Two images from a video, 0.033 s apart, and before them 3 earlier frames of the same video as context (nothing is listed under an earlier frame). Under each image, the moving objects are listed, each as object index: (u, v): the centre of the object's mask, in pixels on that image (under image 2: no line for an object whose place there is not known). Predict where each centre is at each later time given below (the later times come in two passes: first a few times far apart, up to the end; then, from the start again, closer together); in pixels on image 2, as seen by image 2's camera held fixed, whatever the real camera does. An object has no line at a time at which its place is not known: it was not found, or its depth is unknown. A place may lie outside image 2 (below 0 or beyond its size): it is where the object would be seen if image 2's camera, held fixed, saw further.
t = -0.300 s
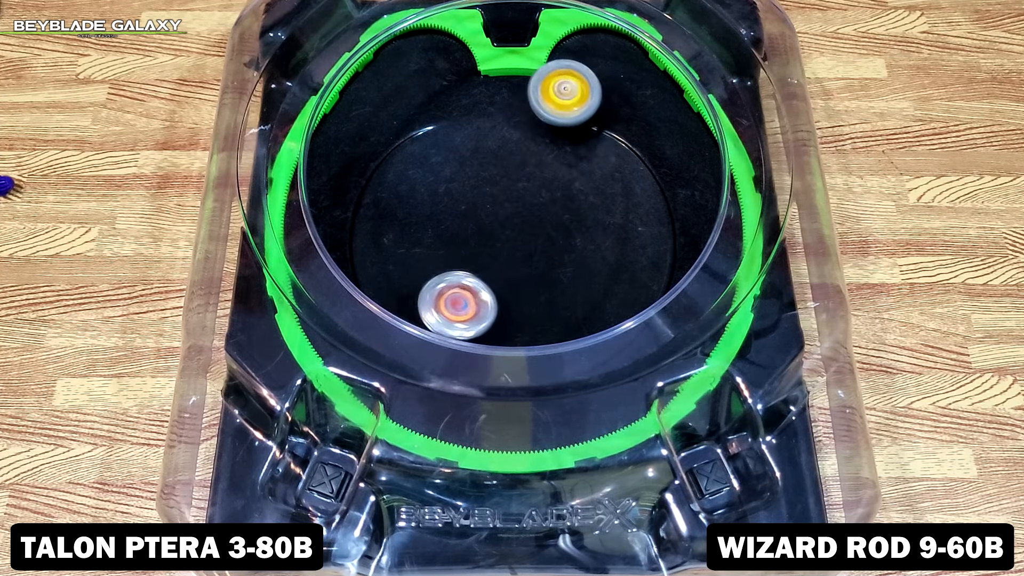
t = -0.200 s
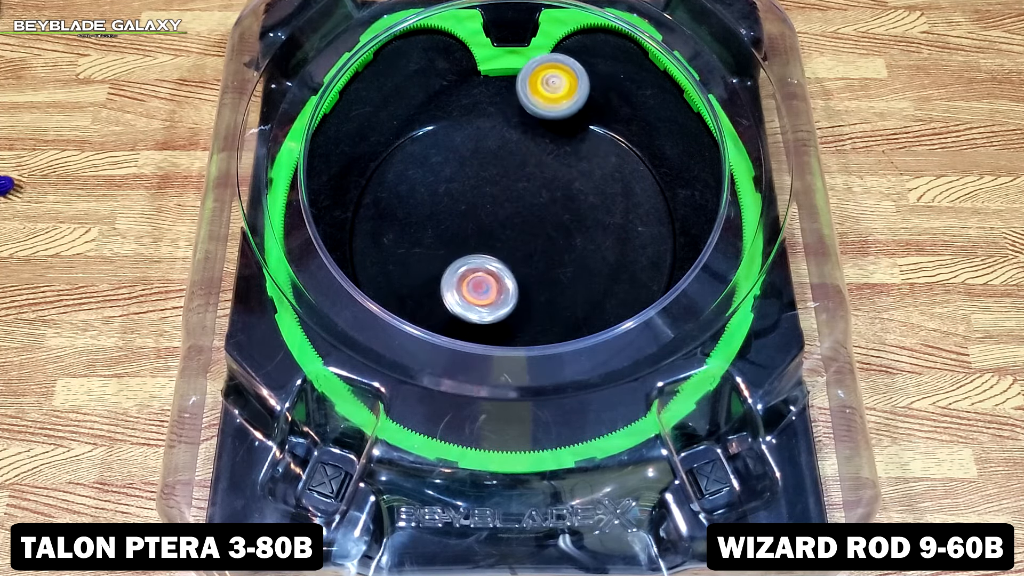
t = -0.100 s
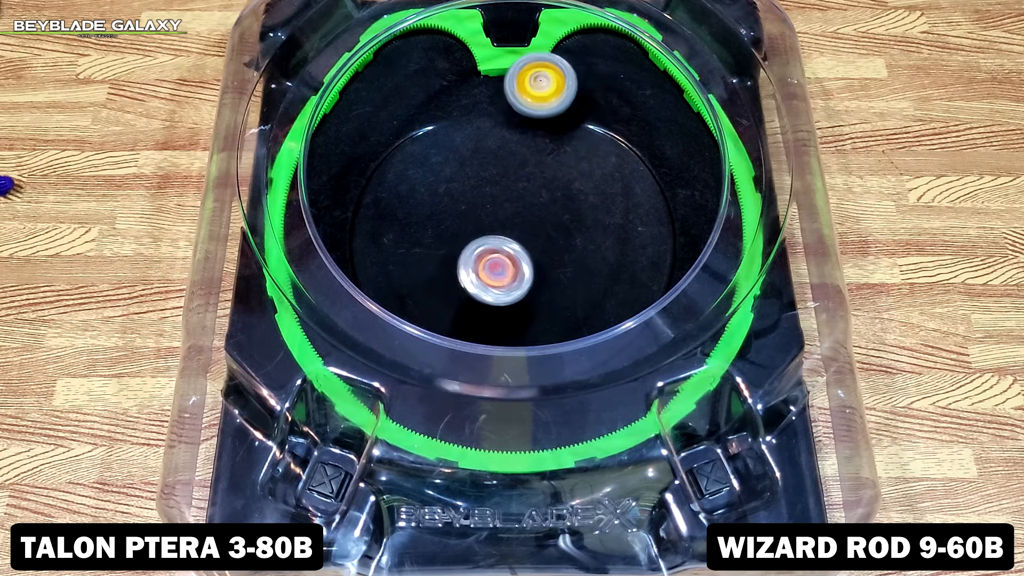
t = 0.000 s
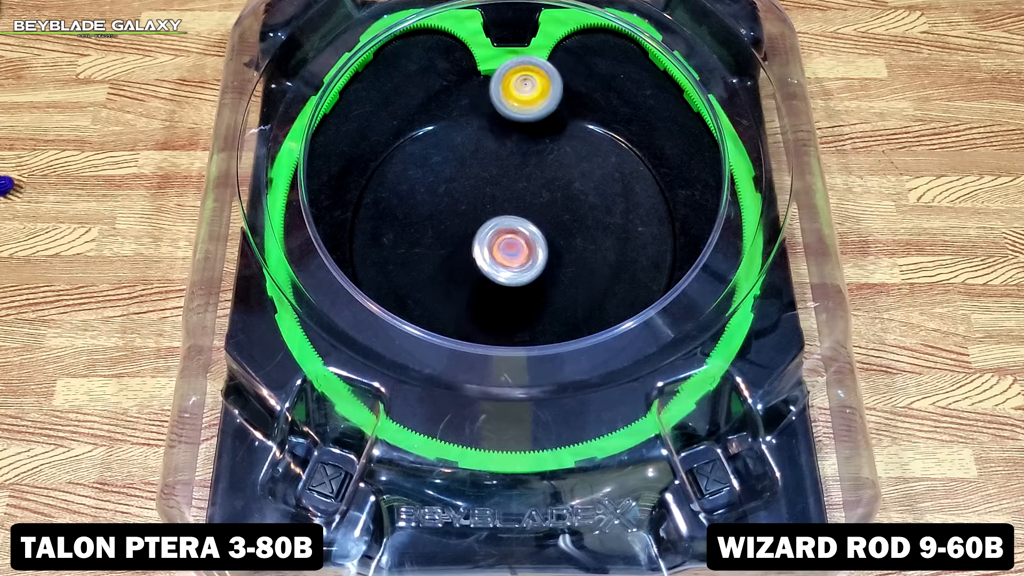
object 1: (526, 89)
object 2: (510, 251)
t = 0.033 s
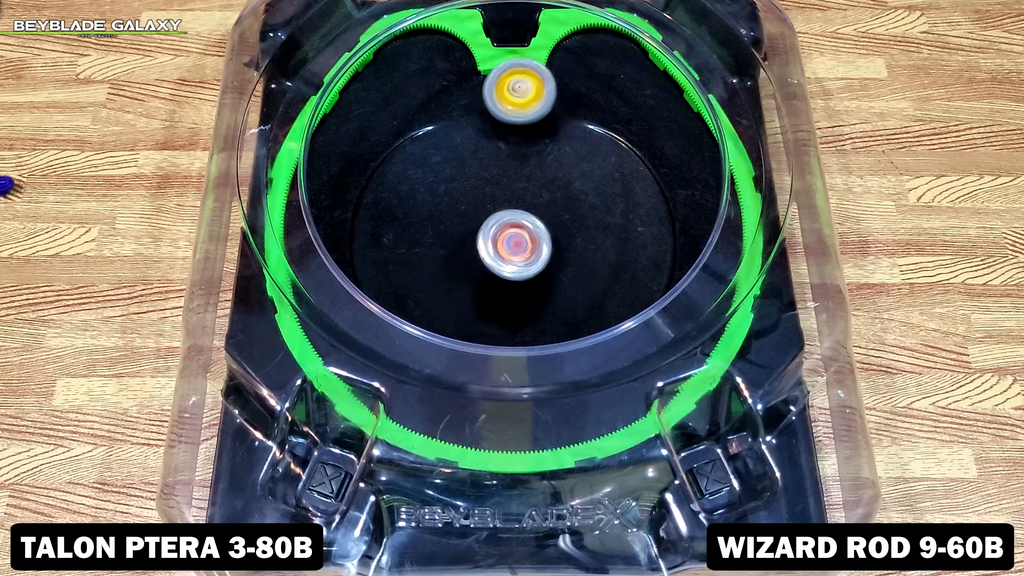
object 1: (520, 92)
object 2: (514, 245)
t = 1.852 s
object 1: (546, 210)
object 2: (465, 223)
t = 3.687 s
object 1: (396, 239)
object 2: (618, 246)
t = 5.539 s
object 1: (476, 263)
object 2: (598, 208)
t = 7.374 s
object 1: (521, 290)
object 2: (555, 104)
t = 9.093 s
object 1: (450, 240)
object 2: (573, 301)
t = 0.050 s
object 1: (516, 94)
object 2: (516, 242)
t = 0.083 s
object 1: (509, 98)
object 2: (520, 236)
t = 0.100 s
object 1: (506, 100)
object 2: (522, 233)
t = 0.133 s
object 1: (499, 106)
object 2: (526, 228)
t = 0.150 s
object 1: (495, 109)
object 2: (528, 225)
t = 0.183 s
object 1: (488, 117)
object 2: (532, 220)
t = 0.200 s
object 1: (485, 121)
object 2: (534, 218)
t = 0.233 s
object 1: (478, 129)
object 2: (538, 213)
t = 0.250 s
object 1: (476, 134)
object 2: (541, 211)
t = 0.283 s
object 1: (471, 143)
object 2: (545, 207)
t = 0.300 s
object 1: (469, 148)
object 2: (548, 205)
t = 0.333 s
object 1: (465, 158)
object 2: (551, 202)
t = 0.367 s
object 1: (462, 169)
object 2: (555, 199)
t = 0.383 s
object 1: (461, 175)
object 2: (557, 198)
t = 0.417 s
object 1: (460, 186)
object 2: (560, 195)
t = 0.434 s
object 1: (459, 191)
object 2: (562, 194)
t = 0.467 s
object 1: (459, 202)
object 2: (566, 192)
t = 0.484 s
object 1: (459, 207)
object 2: (568, 192)
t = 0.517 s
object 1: (460, 218)
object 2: (570, 192)
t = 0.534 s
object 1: (461, 223)
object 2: (572, 192)
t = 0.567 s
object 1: (463, 234)
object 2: (574, 193)
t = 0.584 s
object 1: (465, 239)
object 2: (575, 194)
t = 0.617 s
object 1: (468, 249)
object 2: (575, 196)
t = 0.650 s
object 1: (472, 259)
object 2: (576, 198)
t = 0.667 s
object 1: (475, 264)
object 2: (575, 199)
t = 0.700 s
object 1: (479, 273)
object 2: (575, 202)
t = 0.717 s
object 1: (482, 277)
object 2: (575, 204)
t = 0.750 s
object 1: (488, 286)
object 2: (574, 207)
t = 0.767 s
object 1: (492, 290)
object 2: (573, 208)
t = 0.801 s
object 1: (498, 297)
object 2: (572, 212)
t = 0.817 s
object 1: (502, 300)
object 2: (570, 213)
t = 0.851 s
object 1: (509, 306)
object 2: (568, 217)
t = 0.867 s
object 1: (513, 309)
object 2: (566, 218)
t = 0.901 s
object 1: (520, 312)
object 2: (565, 222)
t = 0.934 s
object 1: (528, 314)
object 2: (562, 226)
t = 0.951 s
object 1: (532, 315)
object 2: (560, 228)
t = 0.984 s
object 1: (540, 316)
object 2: (557, 233)
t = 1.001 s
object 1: (544, 316)
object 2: (556, 235)
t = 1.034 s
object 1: (551, 316)
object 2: (552, 239)
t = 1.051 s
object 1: (554, 316)
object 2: (550, 241)
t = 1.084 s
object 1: (560, 315)
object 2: (545, 246)
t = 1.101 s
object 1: (562, 315)
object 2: (543, 247)
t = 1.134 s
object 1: (567, 314)
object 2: (538, 251)
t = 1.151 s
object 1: (568, 314)
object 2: (535, 252)
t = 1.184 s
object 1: (572, 312)
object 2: (530, 255)
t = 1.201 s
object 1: (574, 312)
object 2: (528, 256)
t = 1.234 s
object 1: (577, 310)
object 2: (523, 258)
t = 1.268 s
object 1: (581, 309)
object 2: (517, 260)
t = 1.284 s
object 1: (582, 307)
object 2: (515, 261)
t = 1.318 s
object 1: (585, 305)
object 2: (509, 262)
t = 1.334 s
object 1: (586, 304)
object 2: (506, 263)
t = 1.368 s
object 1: (588, 300)
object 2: (501, 263)
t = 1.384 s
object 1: (589, 298)
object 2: (498, 263)
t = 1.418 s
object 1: (590, 294)
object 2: (493, 263)
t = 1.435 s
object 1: (590, 291)
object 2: (491, 262)
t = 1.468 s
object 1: (590, 285)
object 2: (487, 262)
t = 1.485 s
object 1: (590, 282)
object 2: (484, 261)
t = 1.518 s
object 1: (588, 276)
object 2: (481, 259)
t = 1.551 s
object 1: (587, 269)
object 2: (477, 257)
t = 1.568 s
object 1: (585, 266)
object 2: (476, 256)
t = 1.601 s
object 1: (582, 259)
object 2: (472, 253)
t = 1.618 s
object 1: (580, 256)
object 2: (471, 251)
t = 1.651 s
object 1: (576, 249)
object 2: (468, 248)
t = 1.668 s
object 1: (574, 245)
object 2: (468, 245)
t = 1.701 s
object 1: (568, 238)
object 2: (467, 242)
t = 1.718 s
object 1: (566, 235)
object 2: (466, 240)
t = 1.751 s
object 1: (560, 228)
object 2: (466, 236)
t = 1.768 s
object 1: (557, 225)
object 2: (467, 233)
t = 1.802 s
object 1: (550, 219)
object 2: (468, 230)
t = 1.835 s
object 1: (544, 213)
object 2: (469, 226)
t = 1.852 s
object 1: (546, 210)
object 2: (465, 223)
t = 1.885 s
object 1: (610, 203)
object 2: (399, 213)
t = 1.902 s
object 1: (641, 198)
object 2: (369, 206)
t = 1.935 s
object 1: (690, 185)
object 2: (325, 192)
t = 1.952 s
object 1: (714, 181)
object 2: (302, 187)
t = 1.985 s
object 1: (740, 170)
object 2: (292, 182)
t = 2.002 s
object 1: (727, 159)
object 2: (296, 181)
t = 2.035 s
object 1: (697, 147)
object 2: (305, 183)
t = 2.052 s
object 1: (681, 144)
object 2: (312, 187)
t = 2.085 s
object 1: (652, 138)
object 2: (329, 183)
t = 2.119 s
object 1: (630, 122)
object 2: (344, 183)
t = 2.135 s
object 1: (618, 117)
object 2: (351, 182)
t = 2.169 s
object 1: (594, 116)
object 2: (367, 182)
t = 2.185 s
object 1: (581, 118)
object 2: (373, 181)
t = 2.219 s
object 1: (562, 109)
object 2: (388, 183)
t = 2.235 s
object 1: (553, 108)
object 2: (397, 184)
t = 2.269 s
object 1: (534, 114)
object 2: (412, 185)
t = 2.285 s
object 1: (526, 114)
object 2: (420, 188)
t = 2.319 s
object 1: (512, 117)
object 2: (436, 189)
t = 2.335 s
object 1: (505, 122)
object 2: (444, 194)
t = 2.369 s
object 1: (496, 129)
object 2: (459, 196)
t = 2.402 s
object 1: (495, 133)
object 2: (469, 208)
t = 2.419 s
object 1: (503, 120)
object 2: (466, 225)
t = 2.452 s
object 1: (521, 100)
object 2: (459, 264)
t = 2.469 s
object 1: (530, 93)
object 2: (455, 288)
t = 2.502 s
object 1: (545, 81)
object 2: (449, 328)
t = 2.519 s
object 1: (552, 78)
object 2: (447, 339)
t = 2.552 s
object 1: (562, 76)
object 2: (444, 371)
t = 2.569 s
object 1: (566, 76)
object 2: (442, 385)
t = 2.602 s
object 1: (570, 80)
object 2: (444, 398)
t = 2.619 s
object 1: (571, 82)
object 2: (446, 406)
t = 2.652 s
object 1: (571, 89)
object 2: (461, 400)
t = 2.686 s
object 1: (569, 94)
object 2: (480, 395)
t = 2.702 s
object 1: (569, 97)
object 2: (489, 395)
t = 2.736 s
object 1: (567, 102)
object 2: (506, 394)
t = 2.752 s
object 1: (564, 106)
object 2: (512, 386)
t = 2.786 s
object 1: (559, 112)
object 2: (526, 376)
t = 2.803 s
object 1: (557, 116)
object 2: (532, 374)
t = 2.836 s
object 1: (551, 123)
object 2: (543, 359)
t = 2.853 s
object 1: (548, 127)
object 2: (547, 356)
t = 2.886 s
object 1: (542, 135)
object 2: (554, 350)
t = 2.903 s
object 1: (538, 139)
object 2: (558, 347)
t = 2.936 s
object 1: (532, 148)
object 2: (562, 341)
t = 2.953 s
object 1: (529, 153)
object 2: (562, 336)
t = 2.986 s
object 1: (523, 162)
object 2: (565, 321)
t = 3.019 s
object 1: (517, 172)
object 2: (565, 311)
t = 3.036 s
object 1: (514, 177)
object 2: (564, 305)
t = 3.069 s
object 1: (508, 187)
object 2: (563, 298)
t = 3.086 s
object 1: (505, 191)
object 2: (563, 295)
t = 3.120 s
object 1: (499, 202)
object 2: (560, 287)
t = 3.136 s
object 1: (496, 207)
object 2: (558, 285)
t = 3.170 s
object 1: (490, 217)
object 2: (554, 279)
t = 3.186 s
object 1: (487, 221)
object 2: (551, 276)
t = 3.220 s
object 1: (481, 231)
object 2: (544, 271)
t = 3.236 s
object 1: (469, 229)
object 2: (551, 273)
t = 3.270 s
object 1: (437, 216)
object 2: (569, 283)
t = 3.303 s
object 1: (411, 206)
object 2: (584, 290)
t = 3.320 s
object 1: (399, 202)
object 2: (589, 292)
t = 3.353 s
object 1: (380, 197)
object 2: (593, 294)
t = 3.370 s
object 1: (373, 196)
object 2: (594, 294)
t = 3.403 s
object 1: (360, 196)
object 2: (593, 291)
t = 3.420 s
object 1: (354, 198)
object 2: (594, 289)
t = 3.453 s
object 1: (354, 203)
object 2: (596, 283)
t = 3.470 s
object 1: (356, 208)
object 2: (597, 279)
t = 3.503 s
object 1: (362, 217)
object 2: (600, 274)
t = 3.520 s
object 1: (365, 219)
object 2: (602, 270)
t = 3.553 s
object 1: (372, 227)
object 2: (605, 265)
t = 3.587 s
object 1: (378, 231)
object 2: (609, 260)
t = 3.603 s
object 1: (381, 232)
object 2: (611, 258)
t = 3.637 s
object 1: (388, 236)
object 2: (614, 252)
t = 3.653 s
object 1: (390, 236)
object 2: (615, 251)
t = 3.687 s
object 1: (396, 239)
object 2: (618, 246)
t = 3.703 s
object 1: (399, 241)
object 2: (619, 244)
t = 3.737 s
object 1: (404, 241)
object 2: (620, 239)
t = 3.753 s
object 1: (406, 240)
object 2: (621, 237)
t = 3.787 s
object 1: (411, 240)
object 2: (621, 232)
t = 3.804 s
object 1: (414, 240)
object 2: (623, 230)
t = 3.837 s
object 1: (418, 241)
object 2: (623, 225)
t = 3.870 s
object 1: (423, 241)
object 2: (623, 221)
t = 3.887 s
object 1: (426, 241)
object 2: (623, 219)
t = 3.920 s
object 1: (431, 240)
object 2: (622, 216)
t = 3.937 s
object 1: (434, 239)
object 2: (620, 214)
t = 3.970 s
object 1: (441, 234)
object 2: (619, 210)
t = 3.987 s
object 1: (444, 232)
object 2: (618, 208)
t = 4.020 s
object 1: (449, 226)
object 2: (615, 205)
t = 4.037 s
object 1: (452, 223)
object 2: (614, 203)
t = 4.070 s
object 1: (458, 217)
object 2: (611, 200)
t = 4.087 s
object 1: (462, 214)
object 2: (608, 198)
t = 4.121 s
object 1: (468, 208)
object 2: (604, 195)
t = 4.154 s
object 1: (475, 203)
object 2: (600, 192)
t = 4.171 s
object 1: (478, 200)
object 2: (597, 190)
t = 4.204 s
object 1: (485, 195)
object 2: (592, 188)
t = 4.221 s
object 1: (489, 193)
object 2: (590, 186)
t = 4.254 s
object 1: (497, 188)
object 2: (585, 183)
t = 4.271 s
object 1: (501, 186)
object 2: (582, 182)
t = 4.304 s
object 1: (507, 182)
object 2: (579, 179)
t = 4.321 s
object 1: (505, 178)
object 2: (583, 179)
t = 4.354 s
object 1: (502, 175)
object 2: (588, 181)
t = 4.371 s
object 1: (503, 174)
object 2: (589, 183)
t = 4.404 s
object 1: (506, 171)
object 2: (587, 185)
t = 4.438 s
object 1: (512, 169)
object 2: (584, 186)
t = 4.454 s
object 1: (513, 167)
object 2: (586, 187)
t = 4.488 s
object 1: (515, 166)
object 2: (589, 190)
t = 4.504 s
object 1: (516, 167)
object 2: (589, 192)
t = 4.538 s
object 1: (518, 166)
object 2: (593, 197)
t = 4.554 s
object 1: (512, 161)
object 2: (603, 206)
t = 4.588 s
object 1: (502, 153)
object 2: (621, 222)
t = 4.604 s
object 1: (500, 150)
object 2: (629, 229)
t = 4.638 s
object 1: (498, 147)
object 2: (638, 241)
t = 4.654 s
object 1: (497, 147)
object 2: (639, 245)
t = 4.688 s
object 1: (500, 146)
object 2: (640, 252)
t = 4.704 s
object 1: (501, 147)
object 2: (640, 253)
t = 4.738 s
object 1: (504, 151)
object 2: (641, 257)
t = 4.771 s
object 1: (505, 156)
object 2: (641, 262)
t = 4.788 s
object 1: (506, 159)
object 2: (640, 265)
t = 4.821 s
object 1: (508, 165)
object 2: (636, 271)
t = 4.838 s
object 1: (509, 168)
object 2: (634, 273)
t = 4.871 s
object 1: (510, 174)
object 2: (628, 276)
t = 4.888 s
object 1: (511, 177)
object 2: (625, 278)
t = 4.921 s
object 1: (513, 184)
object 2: (618, 280)
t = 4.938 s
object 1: (513, 187)
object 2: (614, 282)
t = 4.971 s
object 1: (515, 194)
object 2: (606, 283)
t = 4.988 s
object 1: (515, 198)
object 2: (601, 280)
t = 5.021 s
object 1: (517, 205)
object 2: (593, 278)
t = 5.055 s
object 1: (518, 212)
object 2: (586, 274)
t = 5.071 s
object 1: (518, 216)
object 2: (582, 273)
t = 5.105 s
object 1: (519, 222)
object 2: (576, 269)
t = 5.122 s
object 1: (515, 221)
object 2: (578, 273)
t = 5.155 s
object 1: (508, 219)
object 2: (579, 274)
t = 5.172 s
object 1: (506, 219)
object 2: (578, 274)
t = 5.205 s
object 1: (503, 222)
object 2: (576, 272)
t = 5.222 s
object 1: (502, 225)
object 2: (574, 271)
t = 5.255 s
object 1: (499, 230)
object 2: (572, 265)
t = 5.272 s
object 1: (497, 232)
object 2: (571, 262)
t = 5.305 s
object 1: (494, 237)
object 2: (570, 254)
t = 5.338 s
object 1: (491, 241)
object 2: (571, 246)
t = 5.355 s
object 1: (490, 244)
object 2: (573, 242)
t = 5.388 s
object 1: (486, 248)
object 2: (576, 234)
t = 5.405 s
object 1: (485, 250)
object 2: (579, 231)
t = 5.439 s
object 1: (482, 254)
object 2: (583, 225)
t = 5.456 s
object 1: (481, 256)
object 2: (585, 222)
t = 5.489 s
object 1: (479, 259)
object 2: (590, 216)
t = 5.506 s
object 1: (478, 261)
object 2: (592, 214)
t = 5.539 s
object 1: (476, 263)
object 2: (598, 208)
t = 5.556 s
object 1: (475, 264)
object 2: (601, 206)
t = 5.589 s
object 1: (474, 266)
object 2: (607, 203)
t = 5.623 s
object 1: (473, 268)
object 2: (613, 199)
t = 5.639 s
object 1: (473, 268)
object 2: (615, 199)
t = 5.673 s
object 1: (472, 269)
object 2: (620, 197)
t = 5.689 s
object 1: (472, 269)
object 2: (621, 197)
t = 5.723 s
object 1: (472, 270)
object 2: (625, 197)
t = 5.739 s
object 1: (472, 270)
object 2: (626, 197)
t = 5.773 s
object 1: (472, 271)
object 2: (628, 198)
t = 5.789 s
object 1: (472, 271)
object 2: (628, 198)
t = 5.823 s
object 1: (472, 271)
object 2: (629, 201)
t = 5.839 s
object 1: (473, 271)
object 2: (629, 201)
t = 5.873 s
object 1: (473, 271)
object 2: (627, 204)
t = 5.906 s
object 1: (473, 271)
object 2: (625, 207)
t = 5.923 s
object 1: (474, 270)
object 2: (623, 208)
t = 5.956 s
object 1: (475, 270)
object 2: (618, 211)
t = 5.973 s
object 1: (475, 269)
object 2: (616, 213)
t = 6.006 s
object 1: (476, 268)
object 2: (609, 216)
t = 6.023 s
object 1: (477, 268)
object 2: (606, 217)
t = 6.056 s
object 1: (478, 266)
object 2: (599, 218)
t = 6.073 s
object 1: (479, 265)
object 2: (595, 219)
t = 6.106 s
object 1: (481, 264)
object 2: (586, 219)
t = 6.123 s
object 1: (482, 263)
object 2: (582, 219)
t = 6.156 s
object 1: (484, 261)
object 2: (574, 217)
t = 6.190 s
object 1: (487, 259)
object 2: (566, 215)
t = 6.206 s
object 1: (489, 258)
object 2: (562, 213)
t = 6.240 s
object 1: (492, 255)
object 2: (555, 209)
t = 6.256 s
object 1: (494, 254)
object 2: (551, 207)
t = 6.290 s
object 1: (498, 251)
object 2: (545, 201)
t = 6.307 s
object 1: (500, 250)
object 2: (543, 197)
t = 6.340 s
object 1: (505, 247)
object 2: (539, 191)
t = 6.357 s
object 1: (505, 246)
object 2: (537, 187)
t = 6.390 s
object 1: (506, 245)
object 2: (538, 176)
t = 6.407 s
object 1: (508, 244)
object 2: (538, 171)
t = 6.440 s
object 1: (512, 243)
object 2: (539, 164)
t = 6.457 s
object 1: (513, 242)
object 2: (539, 161)
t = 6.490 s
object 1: (517, 240)
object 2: (539, 157)
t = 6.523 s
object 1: (520, 238)
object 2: (540, 152)
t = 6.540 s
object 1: (522, 237)
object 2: (540, 149)
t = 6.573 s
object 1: (526, 236)
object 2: (542, 145)
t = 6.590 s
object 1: (528, 235)
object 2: (543, 142)
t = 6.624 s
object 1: (531, 234)
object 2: (547, 139)
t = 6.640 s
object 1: (533, 233)
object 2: (549, 138)
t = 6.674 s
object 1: (537, 232)
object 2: (553, 137)
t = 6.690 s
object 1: (539, 231)
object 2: (555, 137)
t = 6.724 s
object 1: (542, 230)
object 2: (558, 138)
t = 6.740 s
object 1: (544, 230)
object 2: (560, 139)
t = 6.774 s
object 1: (547, 229)
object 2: (562, 142)
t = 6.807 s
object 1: (550, 228)
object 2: (564, 146)
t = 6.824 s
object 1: (551, 227)
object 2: (564, 148)
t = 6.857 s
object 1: (554, 227)
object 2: (564, 154)
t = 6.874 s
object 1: (555, 226)
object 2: (565, 156)
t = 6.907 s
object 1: (545, 247)
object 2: (574, 142)
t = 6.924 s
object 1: (530, 270)
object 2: (586, 119)
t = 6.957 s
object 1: (503, 311)
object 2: (604, 80)
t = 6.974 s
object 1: (490, 329)
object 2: (611, 66)
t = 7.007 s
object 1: (467, 361)
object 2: (626, 42)
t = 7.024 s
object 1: (457, 371)
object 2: (630, 30)
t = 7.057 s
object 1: (439, 393)
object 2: (633, 21)
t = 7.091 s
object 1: (426, 409)
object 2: (622, 30)
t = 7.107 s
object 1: (425, 412)
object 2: (615, 36)
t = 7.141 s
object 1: (437, 398)
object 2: (603, 49)
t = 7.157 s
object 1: (444, 394)
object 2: (599, 53)
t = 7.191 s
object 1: (460, 387)
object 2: (590, 63)
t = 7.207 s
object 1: (465, 375)
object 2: (586, 67)
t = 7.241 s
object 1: (479, 356)
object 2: (578, 76)
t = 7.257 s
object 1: (485, 353)
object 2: (576, 79)
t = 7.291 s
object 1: (497, 335)
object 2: (571, 87)
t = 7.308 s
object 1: (503, 324)
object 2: (569, 91)
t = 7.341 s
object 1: (512, 311)
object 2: (563, 95)
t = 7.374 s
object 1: (521, 290)
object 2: (555, 104)
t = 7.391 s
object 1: (524, 283)
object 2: (549, 108)
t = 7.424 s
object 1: (531, 264)
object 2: (539, 120)
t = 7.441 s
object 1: (533, 256)
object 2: (532, 124)
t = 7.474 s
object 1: (536, 241)
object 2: (520, 141)
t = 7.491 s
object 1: (536, 234)
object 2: (511, 145)
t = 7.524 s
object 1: (536, 221)
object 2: (496, 166)
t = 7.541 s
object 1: (536, 216)
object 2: (488, 177)
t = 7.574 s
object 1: (540, 211)
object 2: (464, 183)
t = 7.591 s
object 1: (543, 212)
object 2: (452, 184)
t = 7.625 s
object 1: (548, 211)
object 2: (427, 194)
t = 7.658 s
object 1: (549, 209)
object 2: (406, 196)
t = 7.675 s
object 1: (549, 208)
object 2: (397, 197)
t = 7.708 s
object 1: (547, 202)
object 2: (383, 201)
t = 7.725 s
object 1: (546, 199)
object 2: (381, 197)
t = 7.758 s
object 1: (545, 191)
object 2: (375, 200)
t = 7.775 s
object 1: (544, 186)
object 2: (374, 205)
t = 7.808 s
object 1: (543, 176)
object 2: (379, 206)
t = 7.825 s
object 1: (543, 172)
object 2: (385, 205)
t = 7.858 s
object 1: (543, 162)
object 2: (393, 207)
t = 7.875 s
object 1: (543, 158)
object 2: (397, 210)
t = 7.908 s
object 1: (544, 149)
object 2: (412, 213)
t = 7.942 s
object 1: (545, 141)
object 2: (429, 214)
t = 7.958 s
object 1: (546, 137)
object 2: (436, 215)
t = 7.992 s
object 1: (547, 131)
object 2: (452, 216)
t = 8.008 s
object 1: (548, 127)
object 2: (460, 214)
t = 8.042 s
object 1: (550, 121)
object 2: (478, 211)
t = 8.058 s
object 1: (551, 119)
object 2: (487, 211)
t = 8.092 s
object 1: (553, 115)
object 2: (504, 212)
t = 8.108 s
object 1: (554, 113)
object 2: (513, 213)
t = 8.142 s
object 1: (557, 111)
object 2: (529, 217)
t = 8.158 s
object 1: (559, 109)
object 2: (537, 220)
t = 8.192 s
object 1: (561, 108)
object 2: (549, 228)
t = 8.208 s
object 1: (563, 107)
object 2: (556, 231)
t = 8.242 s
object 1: (566, 107)
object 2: (567, 239)
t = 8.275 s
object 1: (568, 108)
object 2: (575, 248)
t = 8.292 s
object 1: (570, 109)
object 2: (578, 253)
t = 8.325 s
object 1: (571, 111)
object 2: (584, 260)
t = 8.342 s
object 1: (571, 113)
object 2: (587, 262)
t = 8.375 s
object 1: (572, 117)
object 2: (592, 267)
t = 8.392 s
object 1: (572, 118)
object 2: (595, 271)
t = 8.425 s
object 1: (573, 123)
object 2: (596, 277)
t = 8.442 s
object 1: (573, 125)
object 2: (596, 281)
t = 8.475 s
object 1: (573, 131)
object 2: (595, 287)
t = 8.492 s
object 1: (572, 135)
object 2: (593, 289)
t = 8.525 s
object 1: (570, 141)
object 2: (588, 292)
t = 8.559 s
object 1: (567, 147)
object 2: (582, 296)
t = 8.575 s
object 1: (566, 151)
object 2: (578, 297)
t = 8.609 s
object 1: (562, 158)
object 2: (571, 301)
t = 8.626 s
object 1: (560, 162)
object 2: (569, 303)
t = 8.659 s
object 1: (555, 170)
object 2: (566, 304)
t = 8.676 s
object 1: (553, 174)
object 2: (565, 303)
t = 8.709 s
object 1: (547, 182)
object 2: (564, 304)
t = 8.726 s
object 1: (544, 186)
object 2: (565, 304)
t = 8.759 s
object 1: (537, 193)
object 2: (568, 304)
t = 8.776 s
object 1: (534, 197)
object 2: (570, 304)
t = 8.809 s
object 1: (527, 204)
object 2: (573, 302)
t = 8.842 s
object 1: (519, 211)
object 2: (576, 301)
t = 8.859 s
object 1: (515, 214)
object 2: (577, 301)
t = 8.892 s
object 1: (506, 220)
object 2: (578, 302)
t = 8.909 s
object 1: (501, 222)
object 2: (579, 302)
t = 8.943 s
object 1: (492, 227)
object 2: (578, 302)
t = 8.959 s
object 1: (487, 229)
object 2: (576, 302)
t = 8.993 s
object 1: (478, 233)
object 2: (574, 300)
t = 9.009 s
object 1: (473, 235)
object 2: (574, 299)
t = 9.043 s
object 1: (463, 237)
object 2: (573, 299)
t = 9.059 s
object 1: (459, 238)
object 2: (573, 299)
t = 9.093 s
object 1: (450, 240)
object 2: (573, 301)
